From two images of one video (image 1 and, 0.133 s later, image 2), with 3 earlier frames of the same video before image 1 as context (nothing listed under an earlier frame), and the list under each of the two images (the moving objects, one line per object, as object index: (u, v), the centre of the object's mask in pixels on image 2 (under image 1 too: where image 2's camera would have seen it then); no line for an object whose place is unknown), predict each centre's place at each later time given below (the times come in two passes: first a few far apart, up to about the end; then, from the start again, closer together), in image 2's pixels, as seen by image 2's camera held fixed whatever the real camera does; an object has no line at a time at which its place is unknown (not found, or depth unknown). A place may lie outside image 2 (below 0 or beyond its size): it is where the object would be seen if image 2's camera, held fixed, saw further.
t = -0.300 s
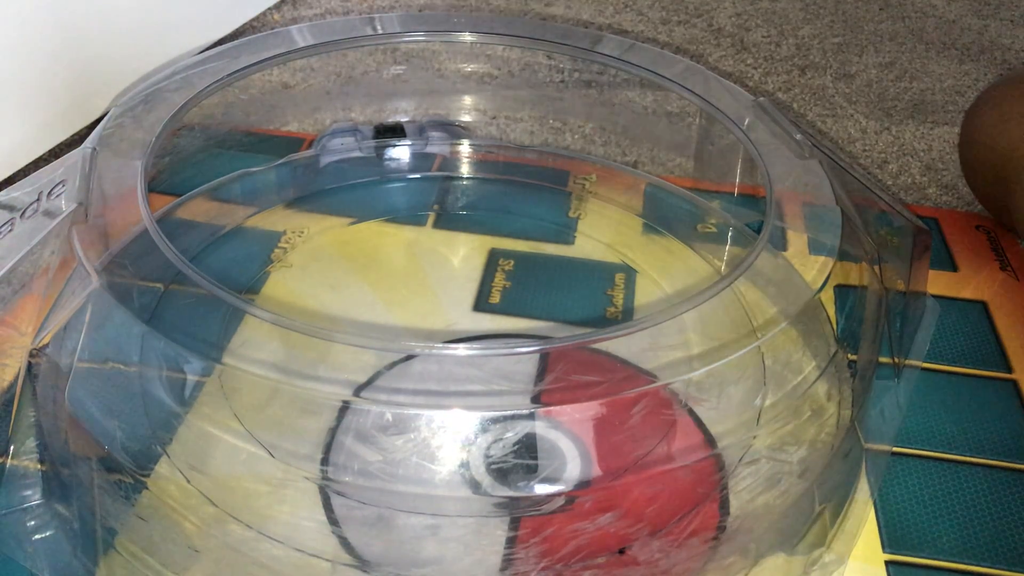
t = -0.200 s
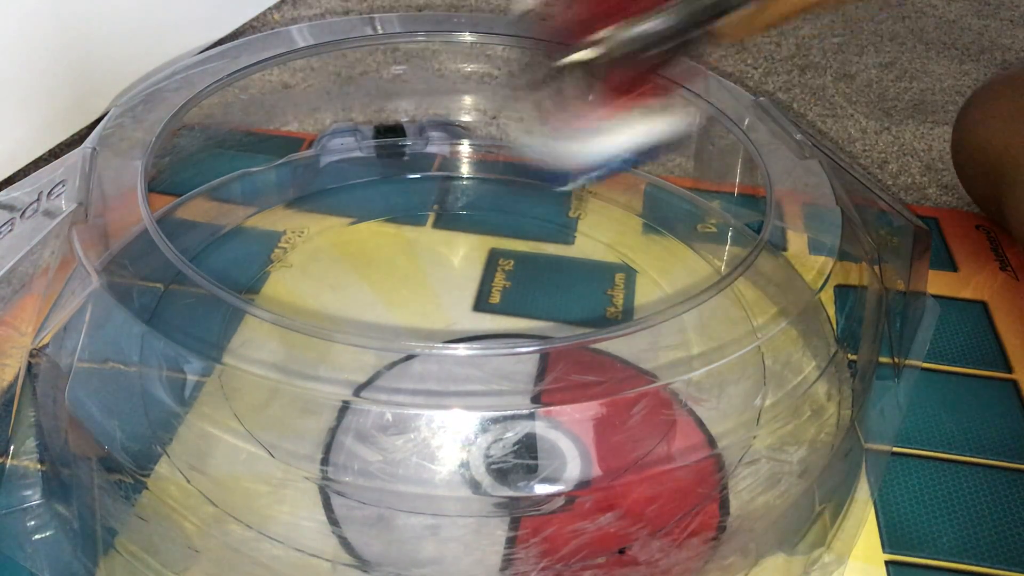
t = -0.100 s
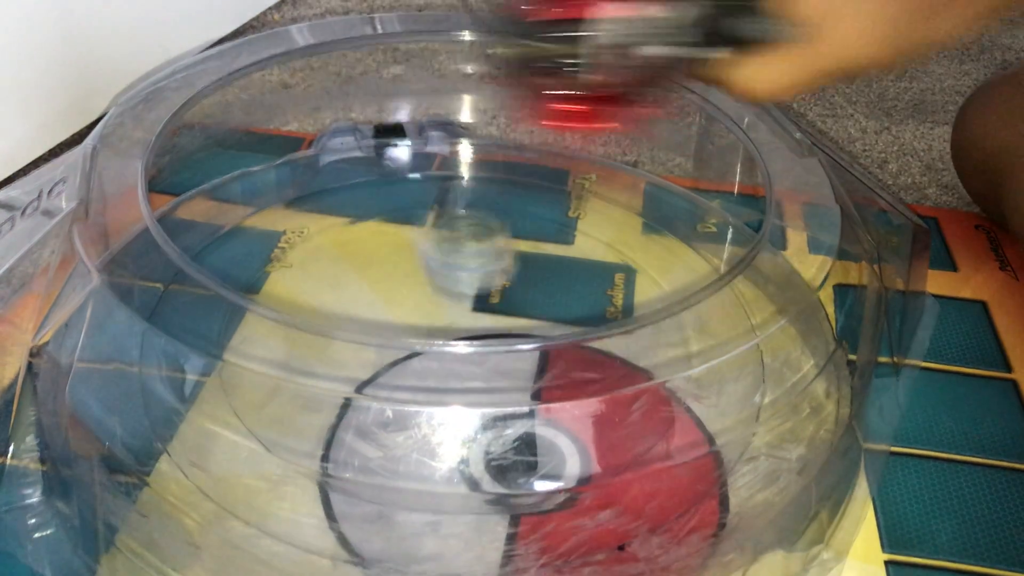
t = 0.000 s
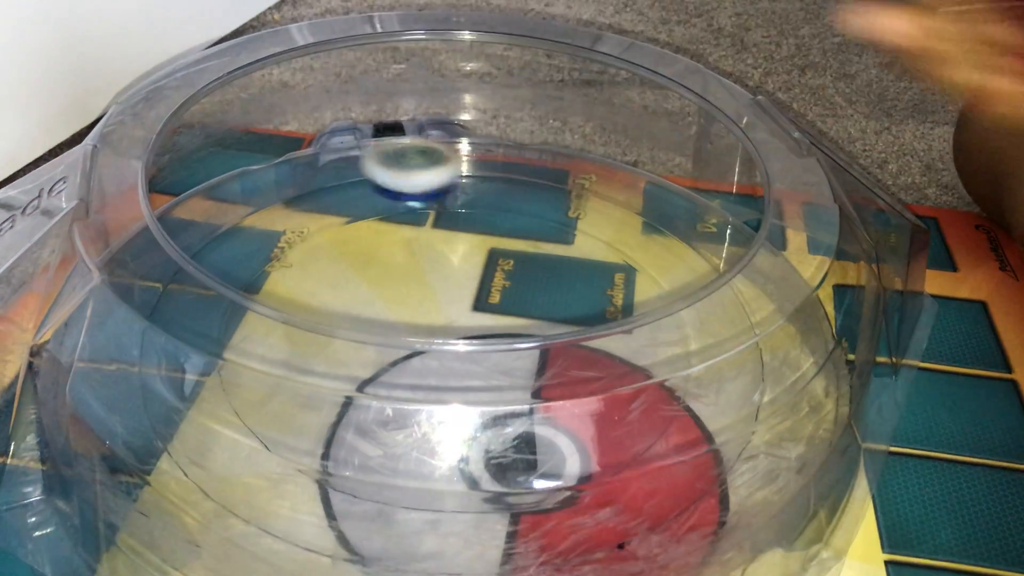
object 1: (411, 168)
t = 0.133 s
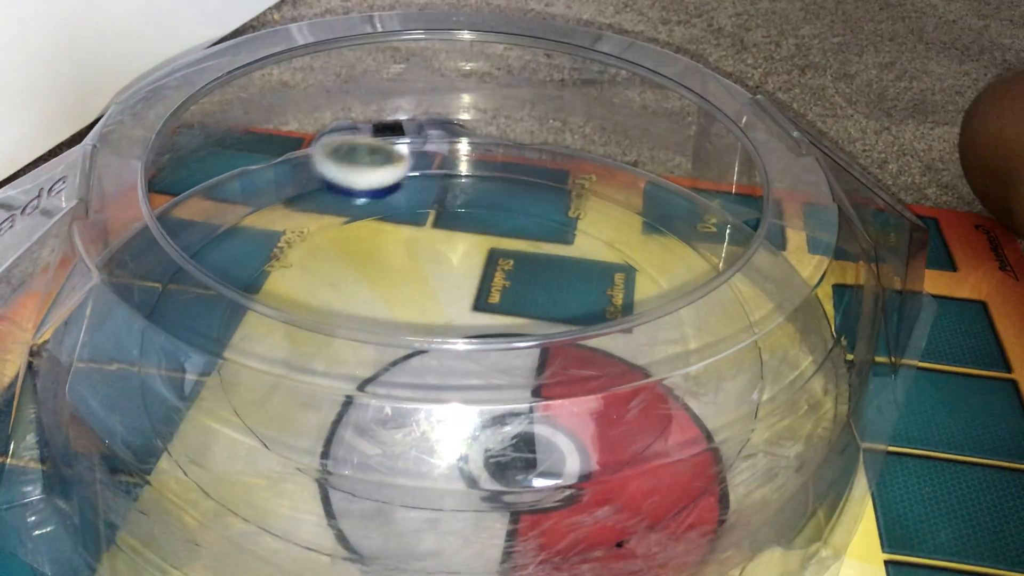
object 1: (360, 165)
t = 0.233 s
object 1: (336, 208)
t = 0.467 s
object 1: (361, 368)
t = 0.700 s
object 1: (563, 384)
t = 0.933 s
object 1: (538, 257)
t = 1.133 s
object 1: (383, 221)
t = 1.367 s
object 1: (305, 327)
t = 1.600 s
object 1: (518, 391)
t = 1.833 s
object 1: (590, 276)
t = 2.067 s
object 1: (449, 232)
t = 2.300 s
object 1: (339, 324)
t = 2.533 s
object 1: (538, 404)
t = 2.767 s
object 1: (631, 300)
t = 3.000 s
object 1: (490, 234)
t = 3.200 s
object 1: (330, 282)
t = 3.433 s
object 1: (381, 433)
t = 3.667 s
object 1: (607, 405)
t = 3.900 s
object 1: (598, 271)
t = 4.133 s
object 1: (382, 227)
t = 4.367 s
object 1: (247, 323)
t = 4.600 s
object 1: (400, 443)
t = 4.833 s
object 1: (623, 347)
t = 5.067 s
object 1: (537, 220)
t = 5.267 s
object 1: (374, 207)
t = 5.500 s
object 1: (279, 328)
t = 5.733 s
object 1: (488, 438)
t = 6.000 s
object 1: (650, 306)
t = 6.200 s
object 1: (545, 223)
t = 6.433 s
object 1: (359, 236)
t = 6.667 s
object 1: (319, 356)
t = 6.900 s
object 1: (517, 414)
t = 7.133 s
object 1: (603, 311)
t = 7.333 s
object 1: (508, 253)
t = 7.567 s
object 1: (372, 291)
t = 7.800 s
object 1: (431, 370)
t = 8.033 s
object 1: (533, 337)
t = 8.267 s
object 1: (500, 295)
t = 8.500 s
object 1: (435, 300)
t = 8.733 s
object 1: (515, 338)
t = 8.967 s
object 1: (529, 292)
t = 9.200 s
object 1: (415, 267)
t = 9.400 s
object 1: (345, 295)
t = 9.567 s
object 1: (347, 341)
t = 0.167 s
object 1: (350, 179)
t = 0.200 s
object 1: (342, 204)
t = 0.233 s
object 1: (336, 208)
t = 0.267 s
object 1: (332, 224)
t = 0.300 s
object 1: (329, 251)
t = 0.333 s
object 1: (330, 268)
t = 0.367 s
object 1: (334, 289)
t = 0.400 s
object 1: (335, 310)
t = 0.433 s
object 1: (347, 337)
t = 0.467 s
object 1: (361, 368)
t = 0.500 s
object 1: (390, 385)
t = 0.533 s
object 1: (409, 384)
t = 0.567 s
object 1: (455, 384)
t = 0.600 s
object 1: (489, 403)
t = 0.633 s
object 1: (515, 402)
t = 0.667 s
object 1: (541, 394)
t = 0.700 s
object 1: (563, 384)
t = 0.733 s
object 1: (581, 372)
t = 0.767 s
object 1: (584, 348)
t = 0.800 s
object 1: (583, 331)
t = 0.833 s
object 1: (577, 310)
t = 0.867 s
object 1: (571, 291)
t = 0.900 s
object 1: (559, 275)
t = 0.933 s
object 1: (538, 257)
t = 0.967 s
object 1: (514, 242)
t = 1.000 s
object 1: (488, 230)
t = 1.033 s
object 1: (461, 222)
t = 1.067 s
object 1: (434, 219)
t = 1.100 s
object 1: (407, 218)
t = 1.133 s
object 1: (383, 221)
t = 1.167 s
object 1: (359, 228)
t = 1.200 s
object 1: (338, 239)
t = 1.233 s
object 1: (321, 252)
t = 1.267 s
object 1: (308, 270)
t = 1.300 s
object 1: (301, 286)
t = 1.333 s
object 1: (300, 308)
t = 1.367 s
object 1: (305, 327)
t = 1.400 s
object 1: (319, 353)
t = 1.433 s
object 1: (341, 375)
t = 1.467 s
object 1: (366, 388)
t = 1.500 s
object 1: (409, 377)
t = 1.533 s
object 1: (447, 378)
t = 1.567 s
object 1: (482, 380)
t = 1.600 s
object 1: (518, 391)
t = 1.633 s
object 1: (553, 380)
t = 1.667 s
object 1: (576, 364)
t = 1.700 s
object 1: (588, 344)
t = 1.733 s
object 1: (596, 328)
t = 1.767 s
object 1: (599, 308)
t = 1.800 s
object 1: (592, 284)
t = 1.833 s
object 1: (590, 276)
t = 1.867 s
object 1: (579, 262)
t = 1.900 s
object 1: (563, 252)
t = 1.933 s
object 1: (543, 242)
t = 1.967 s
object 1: (522, 234)
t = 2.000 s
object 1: (499, 232)
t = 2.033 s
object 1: (473, 231)
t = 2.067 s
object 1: (449, 232)
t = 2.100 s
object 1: (423, 238)
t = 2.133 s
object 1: (398, 246)
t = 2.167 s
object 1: (375, 258)
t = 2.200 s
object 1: (358, 270)
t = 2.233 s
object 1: (347, 284)
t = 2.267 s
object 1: (340, 306)
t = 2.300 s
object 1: (339, 324)
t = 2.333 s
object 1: (351, 355)
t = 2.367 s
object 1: (374, 381)
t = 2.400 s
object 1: (400, 391)
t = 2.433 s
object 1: (428, 403)
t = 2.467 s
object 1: (468, 406)
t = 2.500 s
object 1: (510, 405)
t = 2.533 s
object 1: (538, 404)
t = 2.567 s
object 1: (572, 391)
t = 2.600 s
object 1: (593, 380)
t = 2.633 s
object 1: (612, 371)
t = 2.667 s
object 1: (628, 350)
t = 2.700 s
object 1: (634, 332)
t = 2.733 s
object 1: (634, 315)
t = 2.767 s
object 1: (631, 300)
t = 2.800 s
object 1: (621, 282)
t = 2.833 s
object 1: (612, 272)
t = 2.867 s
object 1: (594, 258)
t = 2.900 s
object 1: (572, 249)
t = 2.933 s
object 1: (545, 243)
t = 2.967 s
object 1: (519, 237)
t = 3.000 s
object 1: (490, 234)
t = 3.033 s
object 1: (459, 236)
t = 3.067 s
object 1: (429, 241)
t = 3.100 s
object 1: (398, 249)
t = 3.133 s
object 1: (367, 259)
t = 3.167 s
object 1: (342, 273)
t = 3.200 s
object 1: (330, 282)
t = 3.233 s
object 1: (314, 310)
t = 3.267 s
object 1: (303, 327)
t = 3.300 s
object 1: (304, 360)
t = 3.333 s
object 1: (310, 376)
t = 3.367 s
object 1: (329, 394)
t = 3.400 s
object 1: (353, 419)
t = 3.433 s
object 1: (381, 433)
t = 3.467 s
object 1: (410, 437)
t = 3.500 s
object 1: (438, 440)
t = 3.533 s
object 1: (491, 445)
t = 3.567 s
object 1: (530, 445)
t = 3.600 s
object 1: (550, 440)
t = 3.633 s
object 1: (585, 424)
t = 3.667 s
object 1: (607, 405)
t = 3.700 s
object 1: (625, 389)
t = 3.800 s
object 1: (644, 328)
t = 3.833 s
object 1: (632, 308)
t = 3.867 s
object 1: (613, 285)
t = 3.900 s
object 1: (598, 271)
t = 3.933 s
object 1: (574, 257)
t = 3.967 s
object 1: (545, 245)
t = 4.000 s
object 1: (515, 235)
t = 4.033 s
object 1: (483, 228)
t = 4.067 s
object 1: (449, 226)
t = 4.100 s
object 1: (415, 224)
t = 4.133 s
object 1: (382, 227)
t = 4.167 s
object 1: (352, 232)
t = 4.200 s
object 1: (321, 241)
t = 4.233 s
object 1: (295, 251)
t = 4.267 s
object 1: (278, 264)
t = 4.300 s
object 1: (262, 282)
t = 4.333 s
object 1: (249, 302)
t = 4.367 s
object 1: (247, 323)
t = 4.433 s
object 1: (259, 368)
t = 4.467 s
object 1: (279, 383)
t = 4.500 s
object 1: (295, 398)
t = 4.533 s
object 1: (329, 425)
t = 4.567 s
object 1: (375, 439)
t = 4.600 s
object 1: (400, 443)
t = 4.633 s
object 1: (444, 440)
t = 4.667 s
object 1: (493, 443)
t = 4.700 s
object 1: (536, 441)
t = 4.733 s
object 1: (574, 411)
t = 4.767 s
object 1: (589, 394)
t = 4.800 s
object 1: (609, 375)
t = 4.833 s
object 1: (623, 347)
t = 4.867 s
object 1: (627, 326)
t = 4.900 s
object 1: (621, 305)
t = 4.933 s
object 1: (612, 280)
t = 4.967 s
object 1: (602, 264)
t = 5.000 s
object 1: (585, 247)
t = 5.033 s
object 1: (562, 232)
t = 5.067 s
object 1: (537, 220)
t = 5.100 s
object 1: (513, 210)
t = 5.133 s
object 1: (486, 205)
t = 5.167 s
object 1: (460, 202)
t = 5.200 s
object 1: (430, 201)
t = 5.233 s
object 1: (403, 202)
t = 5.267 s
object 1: (374, 207)
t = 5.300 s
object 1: (348, 216)
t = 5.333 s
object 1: (325, 228)
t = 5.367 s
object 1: (304, 244)
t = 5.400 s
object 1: (289, 262)
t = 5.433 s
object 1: (281, 283)
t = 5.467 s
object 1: (273, 307)
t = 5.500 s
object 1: (279, 328)
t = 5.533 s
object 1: (288, 358)
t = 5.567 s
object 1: (310, 378)
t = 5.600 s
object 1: (338, 397)
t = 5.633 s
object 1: (377, 413)
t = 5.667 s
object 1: (409, 426)
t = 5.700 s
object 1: (448, 434)
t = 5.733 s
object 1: (488, 438)
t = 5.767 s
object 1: (539, 430)
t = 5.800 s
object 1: (574, 414)
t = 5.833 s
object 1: (594, 399)
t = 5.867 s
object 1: (618, 381)
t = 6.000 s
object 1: (650, 306)
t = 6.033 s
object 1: (639, 281)
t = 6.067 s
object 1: (632, 271)
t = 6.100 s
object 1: (616, 256)
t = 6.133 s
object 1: (596, 241)
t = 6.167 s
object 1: (572, 231)
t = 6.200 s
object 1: (545, 223)
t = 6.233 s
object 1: (519, 217)
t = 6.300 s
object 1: (462, 214)
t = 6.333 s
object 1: (431, 217)
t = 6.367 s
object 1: (405, 219)
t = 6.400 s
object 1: (381, 226)
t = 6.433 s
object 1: (359, 236)
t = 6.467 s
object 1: (340, 248)
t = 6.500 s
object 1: (324, 263)
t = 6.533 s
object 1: (313, 277)
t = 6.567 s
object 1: (307, 295)
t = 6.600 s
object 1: (303, 314)
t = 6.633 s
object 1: (306, 331)
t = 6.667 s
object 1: (319, 356)
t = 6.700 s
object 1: (334, 378)
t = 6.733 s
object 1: (355, 388)
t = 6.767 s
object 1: (385, 402)
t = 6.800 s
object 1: (417, 410)
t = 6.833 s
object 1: (440, 412)
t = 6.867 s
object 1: (478, 416)
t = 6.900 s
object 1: (517, 414)
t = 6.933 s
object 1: (547, 407)
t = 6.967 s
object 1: (570, 392)
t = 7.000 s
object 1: (585, 381)
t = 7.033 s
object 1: (600, 369)
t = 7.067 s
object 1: (605, 345)
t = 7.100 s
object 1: (606, 328)
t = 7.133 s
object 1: (603, 311)
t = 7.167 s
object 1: (592, 291)
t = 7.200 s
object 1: (585, 281)
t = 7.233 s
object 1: (572, 273)
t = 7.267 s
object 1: (552, 262)
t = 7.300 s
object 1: (530, 256)
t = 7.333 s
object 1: (508, 253)
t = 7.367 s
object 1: (483, 251)
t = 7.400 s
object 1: (458, 253)
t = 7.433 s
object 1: (435, 258)
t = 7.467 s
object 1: (413, 263)
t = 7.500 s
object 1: (396, 273)
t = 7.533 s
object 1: (381, 282)
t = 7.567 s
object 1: (372, 291)
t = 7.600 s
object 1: (368, 300)
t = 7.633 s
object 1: (366, 321)
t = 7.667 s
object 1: (370, 335)
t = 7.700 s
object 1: (380, 353)
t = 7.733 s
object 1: (394, 370)
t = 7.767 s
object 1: (406, 377)
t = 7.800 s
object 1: (431, 370)
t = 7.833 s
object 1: (463, 371)
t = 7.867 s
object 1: (485, 372)
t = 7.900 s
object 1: (502, 374)
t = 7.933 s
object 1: (517, 372)
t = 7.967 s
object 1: (525, 368)
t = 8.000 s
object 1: (529, 350)
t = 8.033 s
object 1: (533, 337)
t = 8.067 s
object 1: (535, 332)
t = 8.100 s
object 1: (534, 323)
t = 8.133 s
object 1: (530, 307)
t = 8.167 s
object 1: (526, 303)
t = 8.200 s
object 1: (521, 299)
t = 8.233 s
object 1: (513, 296)
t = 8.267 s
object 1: (500, 295)
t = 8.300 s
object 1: (487, 291)
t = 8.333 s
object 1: (475, 289)
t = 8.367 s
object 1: (461, 288)
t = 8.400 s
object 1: (454, 285)
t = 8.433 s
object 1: (447, 289)
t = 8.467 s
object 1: (440, 294)
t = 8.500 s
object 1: (435, 300)
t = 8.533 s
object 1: (434, 306)
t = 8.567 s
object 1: (436, 313)
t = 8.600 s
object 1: (443, 317)
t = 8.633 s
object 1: (461, 326)
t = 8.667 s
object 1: (481, 327)
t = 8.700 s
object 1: (503, 338)
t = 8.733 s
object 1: (515, 338)
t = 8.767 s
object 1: (526, 335)
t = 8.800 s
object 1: (535, 326)
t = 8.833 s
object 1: (540, 319)
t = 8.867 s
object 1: (543, 306)
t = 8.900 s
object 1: (541, 301)
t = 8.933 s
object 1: (537, 297)
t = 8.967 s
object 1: (529, 292)
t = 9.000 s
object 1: (520, 289)
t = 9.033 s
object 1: (503, 284)
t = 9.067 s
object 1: (487, 279)
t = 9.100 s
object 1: (465, 270)
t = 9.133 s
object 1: (447, 265)
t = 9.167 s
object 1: (430, 265)
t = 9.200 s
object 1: (415, 267)
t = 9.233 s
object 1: (400, 273)
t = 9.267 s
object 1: (388, 282)
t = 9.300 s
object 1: (379, 290)
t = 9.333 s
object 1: (369, 294)
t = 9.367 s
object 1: (354, 292)
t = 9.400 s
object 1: (345, 295)
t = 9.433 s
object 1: (339, 303)
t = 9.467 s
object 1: (336, 312)
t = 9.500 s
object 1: (335, 321)
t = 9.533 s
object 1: (338, 329)
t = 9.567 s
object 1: (347, 341)
